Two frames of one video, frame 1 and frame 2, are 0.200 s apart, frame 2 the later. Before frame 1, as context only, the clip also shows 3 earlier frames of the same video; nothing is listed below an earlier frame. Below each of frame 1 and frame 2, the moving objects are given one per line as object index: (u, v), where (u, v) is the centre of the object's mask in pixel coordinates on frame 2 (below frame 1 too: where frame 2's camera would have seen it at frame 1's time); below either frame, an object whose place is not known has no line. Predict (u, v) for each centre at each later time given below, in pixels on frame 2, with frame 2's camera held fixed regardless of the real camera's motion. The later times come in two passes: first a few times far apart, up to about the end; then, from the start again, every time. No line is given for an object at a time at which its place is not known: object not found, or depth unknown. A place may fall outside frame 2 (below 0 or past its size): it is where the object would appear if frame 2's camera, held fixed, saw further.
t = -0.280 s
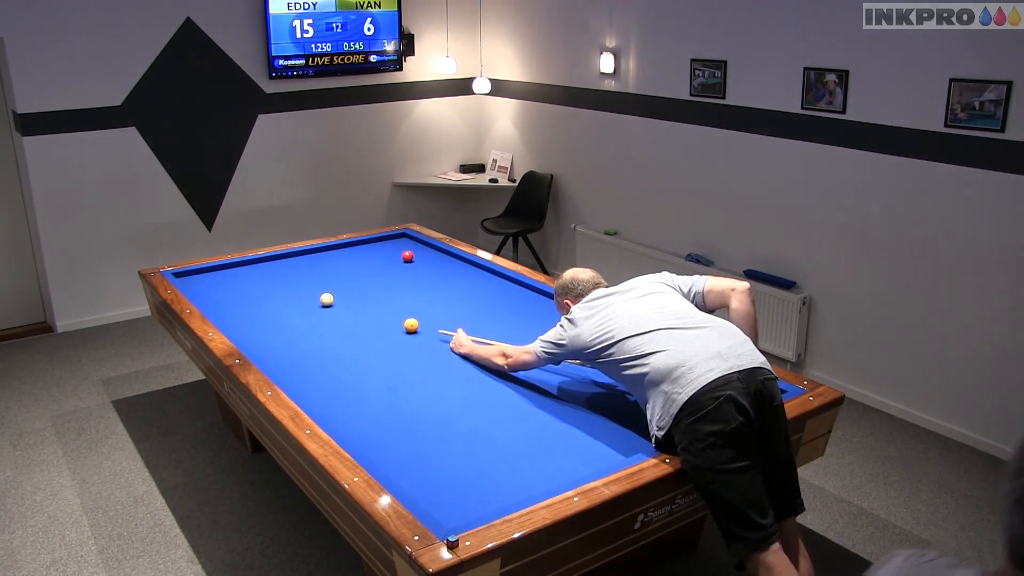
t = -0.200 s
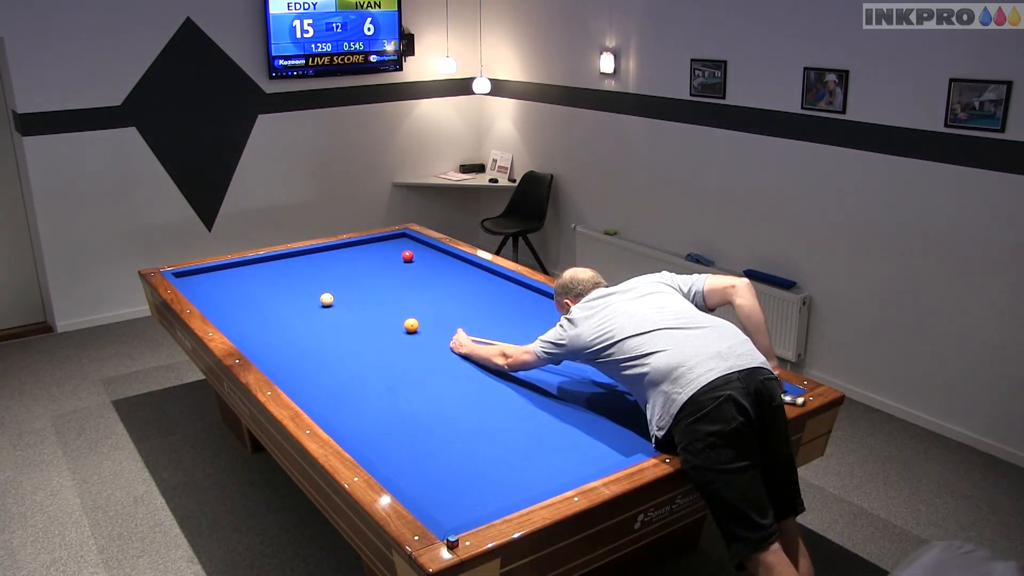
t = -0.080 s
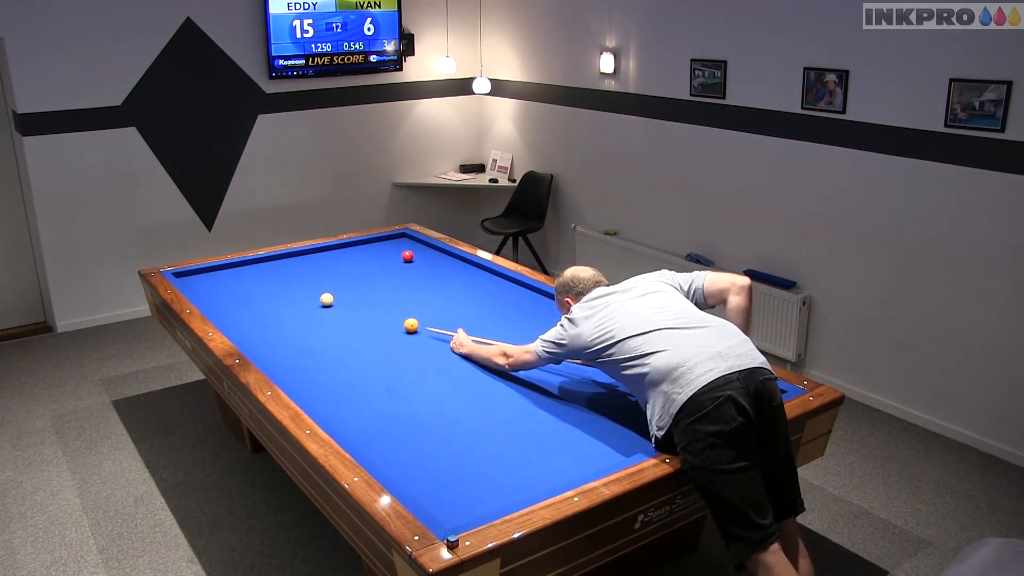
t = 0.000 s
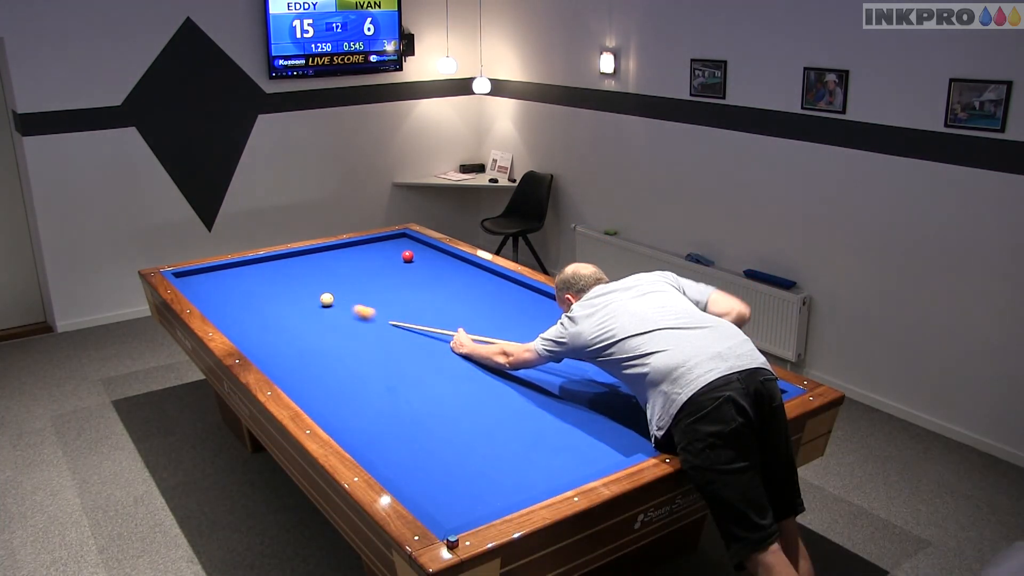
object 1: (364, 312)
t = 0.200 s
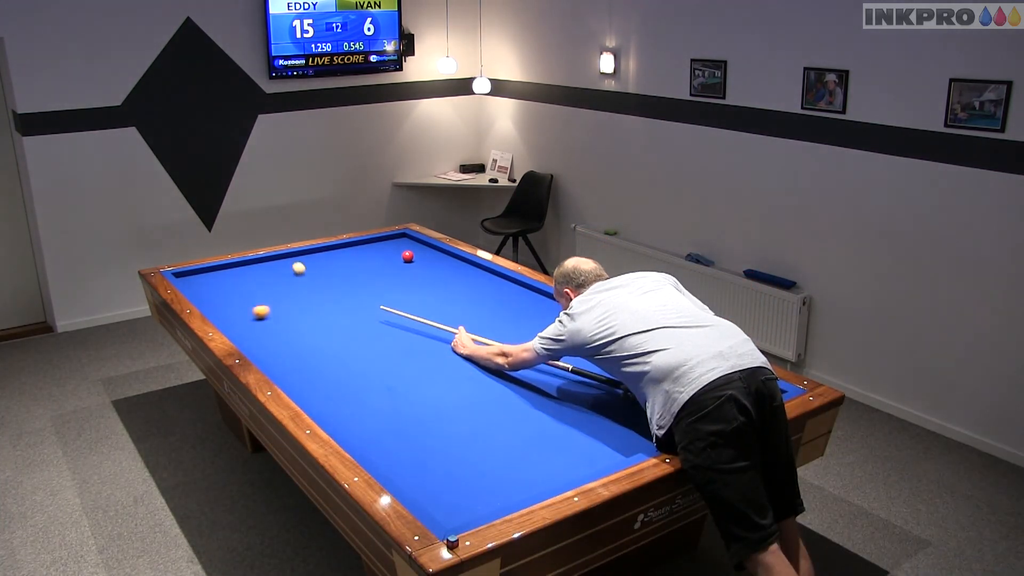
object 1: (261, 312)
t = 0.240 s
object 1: (244, 314)
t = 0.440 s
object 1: (255, 302)
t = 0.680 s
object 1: (291, 283)
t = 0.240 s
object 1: (244, 314)
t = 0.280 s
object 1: (228, 316)
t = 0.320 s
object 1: (229, 314)
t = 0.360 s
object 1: (238, 310)
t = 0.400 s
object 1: (247, 305)
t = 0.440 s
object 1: (255, 302)
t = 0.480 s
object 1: (262, 298)
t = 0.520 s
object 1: (269, 295)
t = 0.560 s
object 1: (275, 292)
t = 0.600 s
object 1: (280, 288)
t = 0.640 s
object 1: (286, 286)
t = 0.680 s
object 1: (291, 283)
